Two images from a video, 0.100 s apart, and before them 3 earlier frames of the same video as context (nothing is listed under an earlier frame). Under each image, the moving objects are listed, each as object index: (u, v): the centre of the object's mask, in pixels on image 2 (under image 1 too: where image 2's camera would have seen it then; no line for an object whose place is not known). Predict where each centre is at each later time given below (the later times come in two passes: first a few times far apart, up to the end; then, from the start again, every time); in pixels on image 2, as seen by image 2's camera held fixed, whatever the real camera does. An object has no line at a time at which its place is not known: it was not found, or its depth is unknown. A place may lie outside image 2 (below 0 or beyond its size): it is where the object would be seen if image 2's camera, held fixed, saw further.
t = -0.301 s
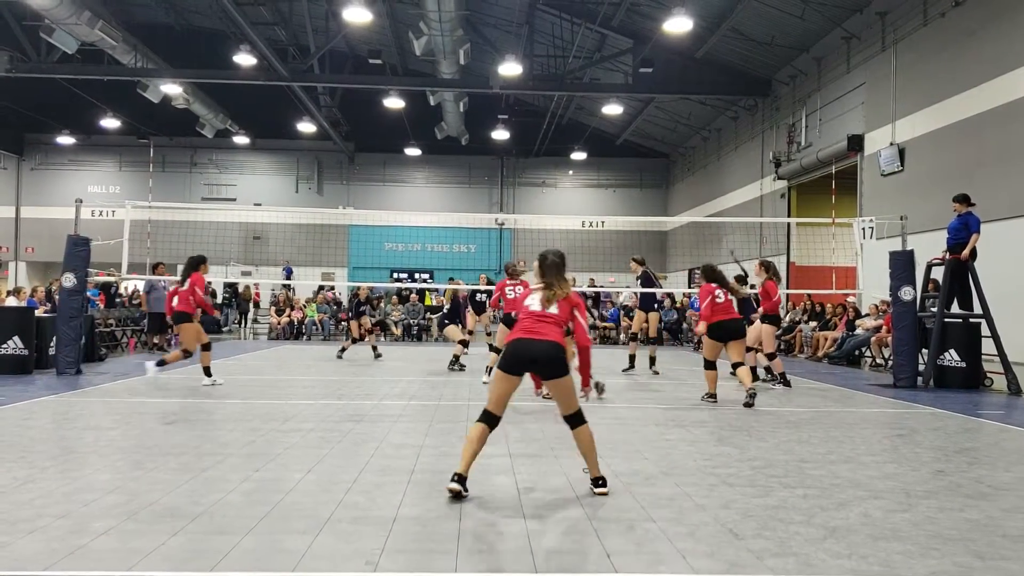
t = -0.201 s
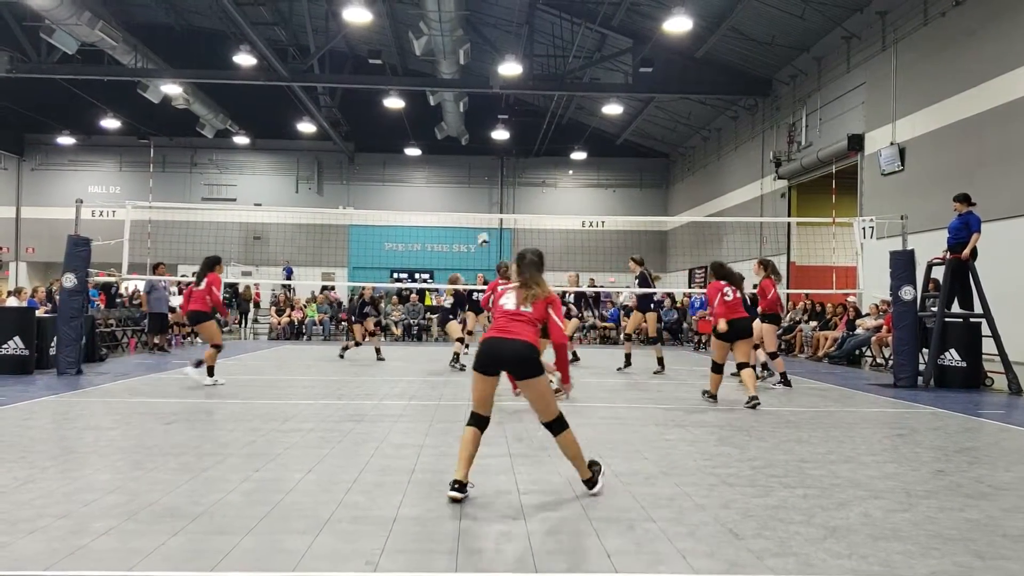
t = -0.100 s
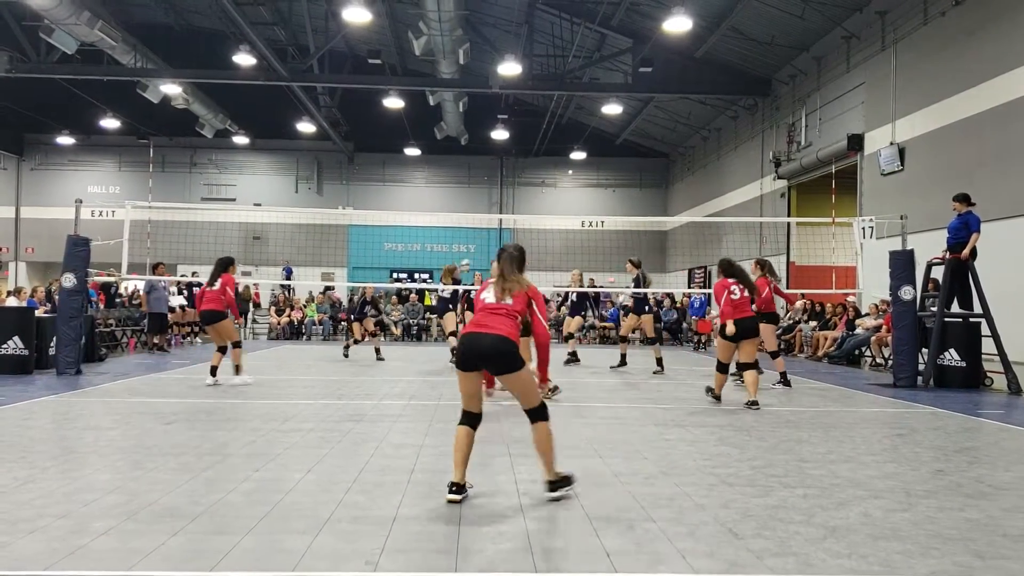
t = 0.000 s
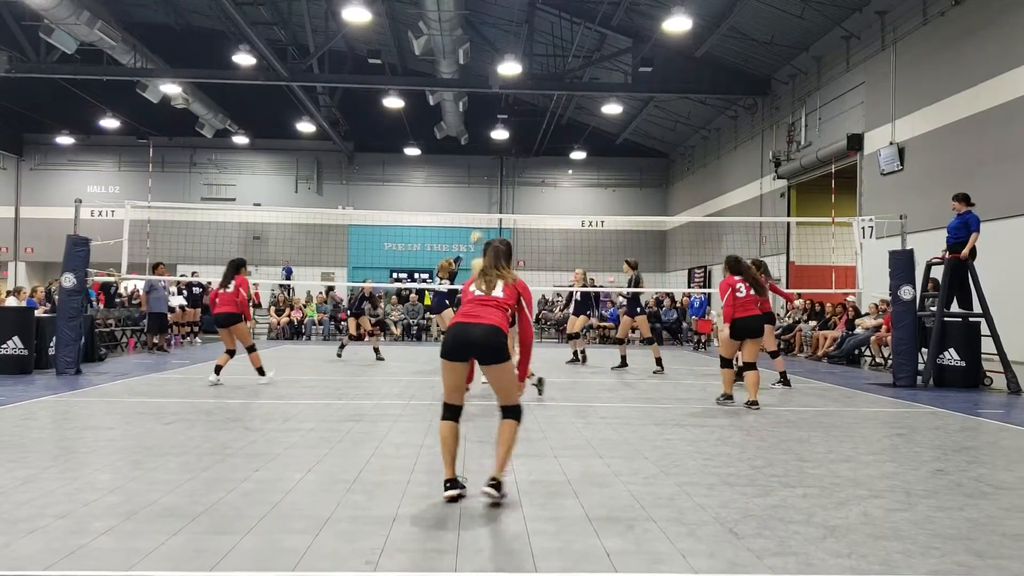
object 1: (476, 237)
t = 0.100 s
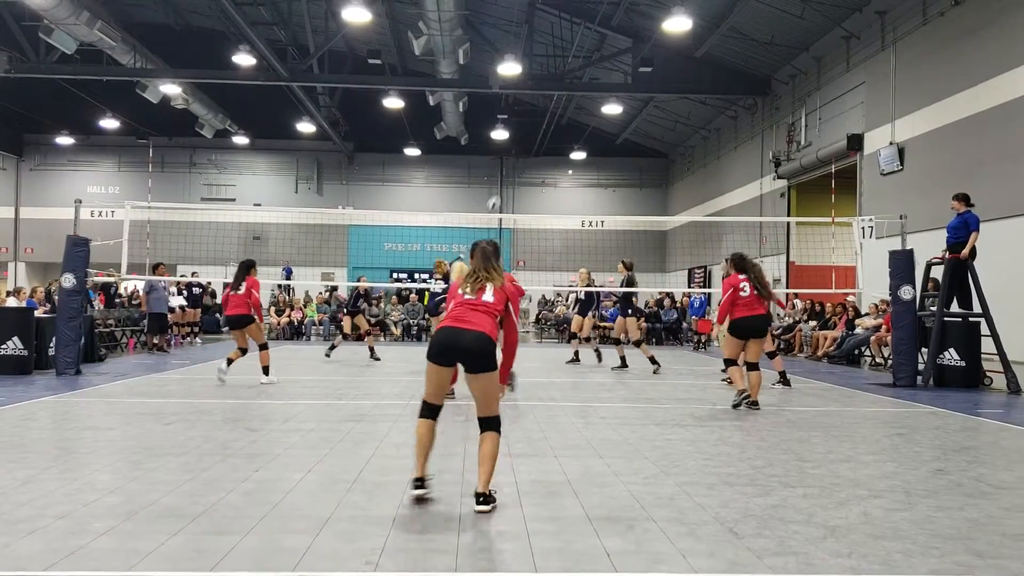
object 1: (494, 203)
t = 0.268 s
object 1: (522, 161)
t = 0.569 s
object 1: (570, 128)
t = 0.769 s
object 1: (601, 135)
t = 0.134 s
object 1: (499, 194)
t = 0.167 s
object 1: (505, 184)
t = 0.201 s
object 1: (510, 176)
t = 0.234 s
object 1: (516, 168)
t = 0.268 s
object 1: (522, 161)
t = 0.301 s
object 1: (527, 154)
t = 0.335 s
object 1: (533, 149)
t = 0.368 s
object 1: (539, 144)
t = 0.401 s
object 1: (544, 139)
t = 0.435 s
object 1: (550, 135)
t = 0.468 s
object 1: (555, 133)
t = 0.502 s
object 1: (560, 130)
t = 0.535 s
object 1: (566, 129)
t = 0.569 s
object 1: (570, 128)
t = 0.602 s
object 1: (575, 127)
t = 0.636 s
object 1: (581, 127)
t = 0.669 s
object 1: (586, 128)
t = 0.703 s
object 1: (591, 130)
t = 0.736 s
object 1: (596, 132)
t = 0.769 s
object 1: (601, 135)
